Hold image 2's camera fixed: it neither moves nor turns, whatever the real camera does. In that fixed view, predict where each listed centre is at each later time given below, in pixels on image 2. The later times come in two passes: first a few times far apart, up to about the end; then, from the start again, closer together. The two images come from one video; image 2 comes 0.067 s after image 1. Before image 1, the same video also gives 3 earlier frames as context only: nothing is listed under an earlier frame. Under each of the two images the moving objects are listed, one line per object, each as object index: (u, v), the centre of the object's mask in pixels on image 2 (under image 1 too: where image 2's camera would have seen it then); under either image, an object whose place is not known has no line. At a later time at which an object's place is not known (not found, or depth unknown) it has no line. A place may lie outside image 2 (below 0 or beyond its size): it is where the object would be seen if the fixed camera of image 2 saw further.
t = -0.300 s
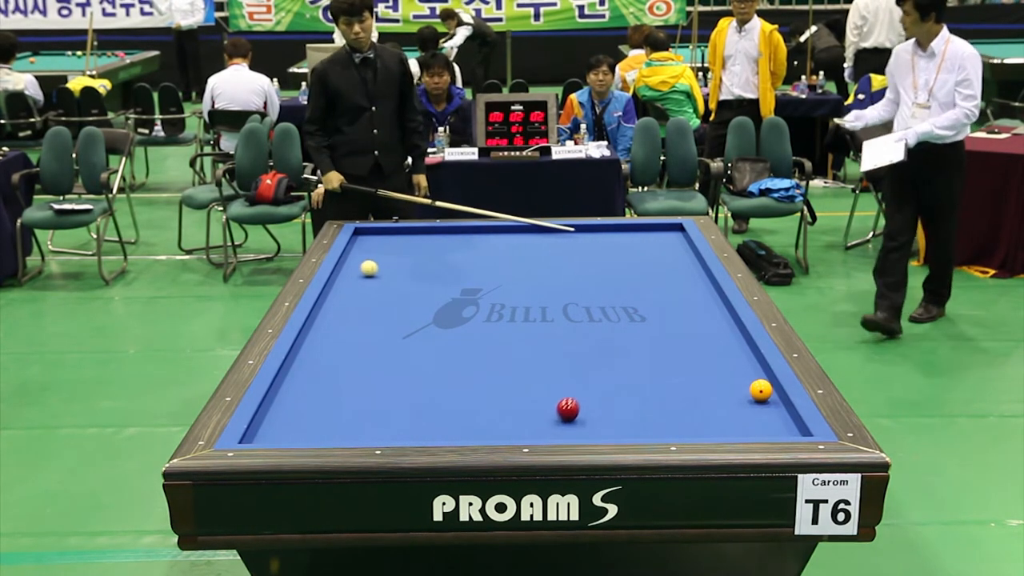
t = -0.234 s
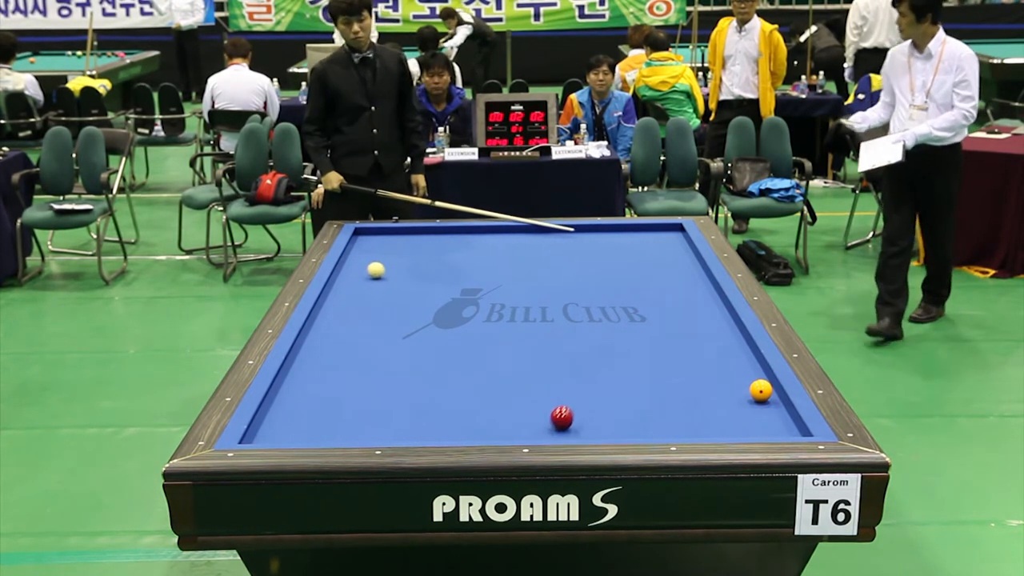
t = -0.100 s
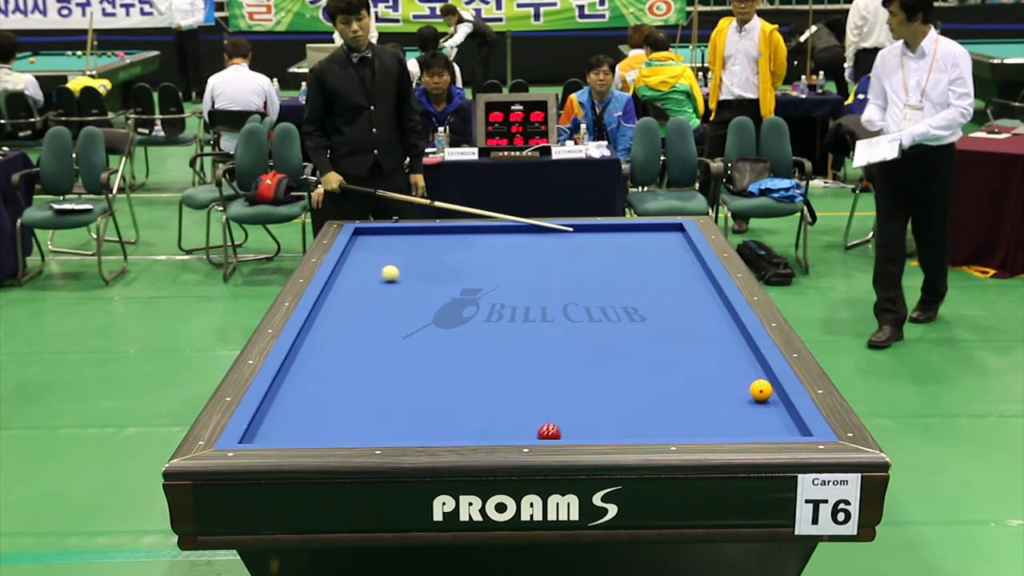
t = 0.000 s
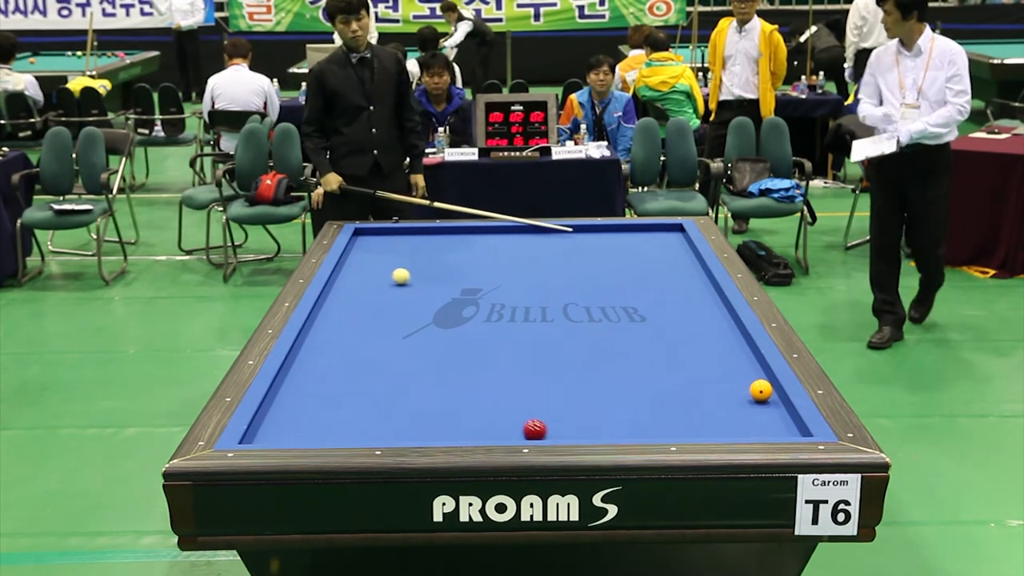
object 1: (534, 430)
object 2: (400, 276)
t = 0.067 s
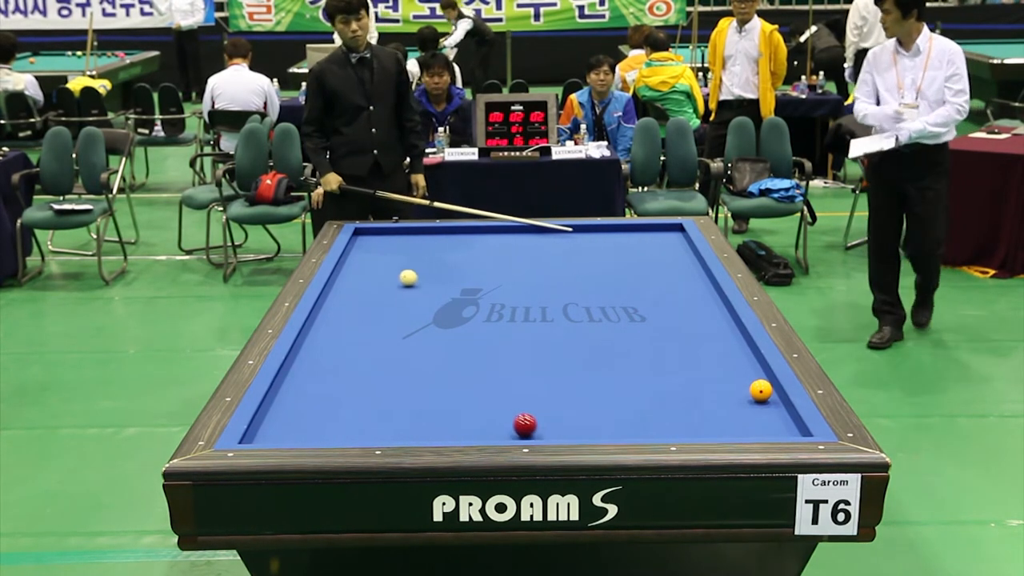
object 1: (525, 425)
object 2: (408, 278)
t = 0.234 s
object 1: (502, 413)
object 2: (426, 282)
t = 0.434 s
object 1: (477, 400)
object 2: (448, 288)
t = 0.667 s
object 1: (450, 386)
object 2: (475, 294)
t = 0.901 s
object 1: (425, 372)
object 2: (501, 300)
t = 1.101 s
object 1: (405, 362)
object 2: (525, 306)
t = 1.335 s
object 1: (384, 350)
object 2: (552, 312)
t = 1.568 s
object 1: (364, 340)
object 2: (580, 319)
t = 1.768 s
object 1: (348, 331)
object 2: (605, 325)
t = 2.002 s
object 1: (330, 322)
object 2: (634, 332)
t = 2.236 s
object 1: (320, 313)
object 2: (663, 339)
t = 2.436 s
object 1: (333, 307)
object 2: (689, 345)
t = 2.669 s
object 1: (348, 301)
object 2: (719, 352)
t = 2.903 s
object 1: (361, 295)
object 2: (750, 359)
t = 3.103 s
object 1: (372, 290)
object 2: (747, 364)
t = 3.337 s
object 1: (384, 285)
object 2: (735, 369)
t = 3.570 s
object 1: (396, 280)
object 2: (724, 374)
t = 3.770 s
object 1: (406, 276)
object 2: (715, 378)
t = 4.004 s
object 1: (416, 271)
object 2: (705, 383)
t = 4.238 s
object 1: (426, 267)
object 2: (694, 388)
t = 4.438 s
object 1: (434, 263)
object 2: (686, 392)
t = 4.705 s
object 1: (444, 259)
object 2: (674, 397)
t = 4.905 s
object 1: (451, 256)
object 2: (666, 401)
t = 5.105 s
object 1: (458, 253)
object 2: (659, 405)
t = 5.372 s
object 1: (467, 249)
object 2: (649, 409)
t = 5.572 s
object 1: (473, 247)
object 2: (641, 412)
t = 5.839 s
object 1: (481, 243)
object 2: (632, 417)
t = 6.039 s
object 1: (486, 241)
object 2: (626, 420)
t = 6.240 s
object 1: (492, 239)
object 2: (620, 422)
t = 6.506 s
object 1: (498, 235)
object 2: (612, 426)
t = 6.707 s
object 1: (503, 234)
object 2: (607, 427)
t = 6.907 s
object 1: (508, 232)
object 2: (602, 429)
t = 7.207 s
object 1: (514, 229)
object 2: (595, 431)
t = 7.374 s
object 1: (517, 228)
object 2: (592, 432)
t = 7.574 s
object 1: (520, 228)
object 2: (589, 433)
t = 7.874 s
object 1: (524, 229)
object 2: (585, 433)
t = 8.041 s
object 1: (526, 230)
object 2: (584, 432)
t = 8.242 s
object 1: (528, 230)
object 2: (583, 432)
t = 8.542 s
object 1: (531, 231)
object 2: (582, 432)
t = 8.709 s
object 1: (533, 232)
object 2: (582, 432)
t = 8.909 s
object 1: (534, 232)
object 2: (582, 432)
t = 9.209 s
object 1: (536, 233)
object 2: (582, 432)
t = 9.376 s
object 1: (537, 233)
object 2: (582, 432)
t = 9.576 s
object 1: (538, 233)
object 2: (582, 432)
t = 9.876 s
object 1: (539, 233)
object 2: (582, 432)
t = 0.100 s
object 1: (520, 423)
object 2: (411, 279)
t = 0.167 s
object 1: (511, 418)
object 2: (419, 280)
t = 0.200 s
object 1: (507, 416)
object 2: (422, 281)
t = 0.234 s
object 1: (502, 413)
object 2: (426, 282)
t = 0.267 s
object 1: (498, 411)
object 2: (430, 283)
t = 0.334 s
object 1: (490, 407)
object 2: (437, 285)
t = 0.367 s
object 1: (485, 404)
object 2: (441, 286)
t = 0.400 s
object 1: (481, 402)
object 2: (445, 287)
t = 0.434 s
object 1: (477, 400)
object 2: (448, 288)
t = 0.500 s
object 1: (469, 396)
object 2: (456, 289)
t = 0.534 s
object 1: (465, 394)
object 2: (459, 290)
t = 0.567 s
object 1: (461, 392)
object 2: (463, 291)
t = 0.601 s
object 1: (458, 390)
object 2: (467, 292)
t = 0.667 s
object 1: (450, 386)
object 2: (475, 294)
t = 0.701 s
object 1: (446, 384)
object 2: (479, 295)
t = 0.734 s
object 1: (443, 382)
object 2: (482, 295)
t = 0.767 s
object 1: (439, 380)
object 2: (486, 297)
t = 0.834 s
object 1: (432, 376)
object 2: (493, 298)
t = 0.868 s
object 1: (429, 374)
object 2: (497, 299)
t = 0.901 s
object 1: (425, 372)
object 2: (501, 300)
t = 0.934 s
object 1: (422, 370)
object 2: (505, 301)
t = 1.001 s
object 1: (415, 367)
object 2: (513, 303)
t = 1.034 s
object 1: (412, 365)
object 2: (517, 304)
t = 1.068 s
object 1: (409, 363)
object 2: (521, 304)
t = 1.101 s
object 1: (405, 362)
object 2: (525, 306)
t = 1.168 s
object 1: (399, 358)
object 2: (533, 308)
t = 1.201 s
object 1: (396, 356)
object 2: (536, 308)
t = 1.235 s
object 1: (393, 355)
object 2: (540, 309)
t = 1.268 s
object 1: (390, 353)
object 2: (544, 310)
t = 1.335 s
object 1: (384, 350)
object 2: (552, 312)
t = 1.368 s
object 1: (381, 348)
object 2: (556, 313)
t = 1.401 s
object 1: (378, 347)
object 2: (560, 314)
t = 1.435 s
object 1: (375, 345)
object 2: (564, 315)
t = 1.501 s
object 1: (369, 342)
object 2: (572, 317)
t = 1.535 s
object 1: (366, 341)
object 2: (577, 318)
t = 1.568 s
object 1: (364, 340)
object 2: (580, 319)
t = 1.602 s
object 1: (361, 338)
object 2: (584, 320)
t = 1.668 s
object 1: (356, 335)
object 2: (593, 322)
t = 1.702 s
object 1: (353, 334)
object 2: (597, 323)
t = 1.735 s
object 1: (350, 332)
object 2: (601, 324)
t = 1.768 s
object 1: (348, 331)
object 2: (605, 325)
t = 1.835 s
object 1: (342, 328)
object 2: (613, 327)
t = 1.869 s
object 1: (340, 327)
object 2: (618, 328)
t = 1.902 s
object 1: (337, 326)
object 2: (621, 329)
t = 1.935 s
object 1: (335, 324)
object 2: (626, 329)
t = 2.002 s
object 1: (330, 322)
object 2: (634, 332)
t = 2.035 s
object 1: (328, 321)
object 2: (638, 332)
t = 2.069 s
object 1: (325, 319)
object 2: (642, 334)
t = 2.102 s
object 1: (323, 318)
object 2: (647, 335)
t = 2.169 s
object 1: (318, 315)
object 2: (655, 336)
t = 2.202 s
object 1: (318, 314)
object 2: (659, 337)
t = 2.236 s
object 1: (320, 313)
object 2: (663, 339)
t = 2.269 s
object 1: (322, 312)
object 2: (667, 340)
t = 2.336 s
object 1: (327, 310)
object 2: (676, 341)
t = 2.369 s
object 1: (329, 309)
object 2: (680, 343)
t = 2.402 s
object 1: (331, 308)
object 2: (685, 344)
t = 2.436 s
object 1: (333, 307)
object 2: (689, 345)
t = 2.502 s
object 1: (337, 306)
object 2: (698, 347)
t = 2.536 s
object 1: (339, 304)
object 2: (702, 347)
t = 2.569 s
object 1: (341, 304)
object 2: (706, 349)
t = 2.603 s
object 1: (343, 303)
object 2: (710, 350)
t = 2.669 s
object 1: (348, 301)
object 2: (719, 352)
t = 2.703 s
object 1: (350, 300)
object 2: (723, 353)
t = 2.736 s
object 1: (351, 299)
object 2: (728, 354)
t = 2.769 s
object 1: (353, 299)
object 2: (732, 355)
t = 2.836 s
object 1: (357, 297)
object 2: (741, 357)
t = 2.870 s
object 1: (359, 296)
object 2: (745, 358)
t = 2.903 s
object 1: (361, 295)
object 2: (750, 359)
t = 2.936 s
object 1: (363, 294)
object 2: (754, 360)
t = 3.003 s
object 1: (367, 293)
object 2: (752, 362)
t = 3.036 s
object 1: (368, 292)
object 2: (750, 363)
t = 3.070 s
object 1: (370, 291)
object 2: (748, 363)
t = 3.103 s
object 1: (372, 290)
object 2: (747, 364)
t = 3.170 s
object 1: (376, 289)
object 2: (744, 366)
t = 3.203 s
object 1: (377, 288)
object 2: (742, 366)
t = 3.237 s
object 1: (379, 287)
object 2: (740, 367)
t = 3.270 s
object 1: (381, 286)
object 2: (739, 368)
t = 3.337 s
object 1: (384, 285)
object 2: (735, 369)
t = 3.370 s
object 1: (386, 284)
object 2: (734, 370)
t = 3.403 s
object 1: (388, 283)
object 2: (732, 370)
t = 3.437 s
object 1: (389, 283)
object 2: (731, 371)
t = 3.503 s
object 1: (393, 281)
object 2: (728, 373)
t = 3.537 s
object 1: (394, 280)
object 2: (726, 373)
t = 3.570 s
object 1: (396, 280)
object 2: (724, 374)
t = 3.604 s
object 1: (398, 279)
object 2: (723, 375)
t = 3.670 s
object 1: (401, 278)
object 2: (720, 376)
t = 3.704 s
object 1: (402, 277)
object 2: (718, 377)
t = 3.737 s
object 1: (404, 276)
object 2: (717, 378)
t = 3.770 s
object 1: (406, 276)
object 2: (715, 378)
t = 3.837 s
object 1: (409, 274)
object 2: (712, 380)
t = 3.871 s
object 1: (410, 274)
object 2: (711, 380)
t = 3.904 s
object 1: (412, 273)
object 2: (709, 381)
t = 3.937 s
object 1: (413, 272)
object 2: (708, 382)
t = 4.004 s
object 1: (416, 271)
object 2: (705, 383)
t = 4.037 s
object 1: (418, 270)
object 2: (703, 384)
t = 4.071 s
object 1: (419, 270)
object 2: (702, 384)
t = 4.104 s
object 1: (420, 269)
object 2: (700, 385)
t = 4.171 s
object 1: (423, 268)
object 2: (697, 387)
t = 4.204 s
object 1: (425, 268)
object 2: (696, 387)
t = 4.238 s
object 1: (426, 267)
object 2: (694, 388)
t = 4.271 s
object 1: (427, 266)
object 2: (693, 389)
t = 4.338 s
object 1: (430, 265)
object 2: (690, 390)
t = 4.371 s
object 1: (431, 264)
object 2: (688, 391)
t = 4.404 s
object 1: (433, 264)
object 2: (687, 391)
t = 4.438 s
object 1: (434, 263)
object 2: (686, 392)
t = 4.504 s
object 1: (437, 262)
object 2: (683, 393)
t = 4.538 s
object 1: (438, 262)
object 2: (681, 394)
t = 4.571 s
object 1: (439, 261)
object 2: (680, 395)
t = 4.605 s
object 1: (440, 261)
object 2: (679, 395)
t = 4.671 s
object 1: (443, 260)
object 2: (676, 396)
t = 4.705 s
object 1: (444, 259)
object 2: (674, 397)
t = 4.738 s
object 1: (446, 259)
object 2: (673, 398)
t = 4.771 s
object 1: (447, 258)
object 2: (672, 398)
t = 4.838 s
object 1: (449, 257)
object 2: (669, 400)
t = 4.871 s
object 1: (450, 256)
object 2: (668, 400)
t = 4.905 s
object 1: (451, 256)
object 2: (666, 401)
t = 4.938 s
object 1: (453, 255)
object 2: (665, 402)
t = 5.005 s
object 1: (455, 254)
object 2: (663, 403)
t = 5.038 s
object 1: (456, 254)
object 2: (661, 403)
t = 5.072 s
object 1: (457, 253)
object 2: (660, 404)
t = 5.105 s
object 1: (458, 253)
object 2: (659, 405)
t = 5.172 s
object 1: (461, 252)
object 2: (656, 405)
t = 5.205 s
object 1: (462, 252)
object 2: (655, 406)
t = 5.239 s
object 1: (463, 251)
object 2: (653, 407)
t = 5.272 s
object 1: (464, 251)
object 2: (652, 407)
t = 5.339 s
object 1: (466, 250)
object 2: (650, 408)
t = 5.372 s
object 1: (467, 249)
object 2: (649, 409)
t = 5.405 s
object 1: (468, 249)
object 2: (647, 410)
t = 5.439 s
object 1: (469, 248)
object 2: (646, 410)
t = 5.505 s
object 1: (471, 248)
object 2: (644, 411)
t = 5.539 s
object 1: (472, 247)
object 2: (643, 412)
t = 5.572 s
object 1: (473, 247)
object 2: (641, 412)
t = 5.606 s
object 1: (474, 246)
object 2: (640, 413)
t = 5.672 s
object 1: (476, 246)
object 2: (638, 414)
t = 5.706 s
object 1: (477, 245)
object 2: (637, 415)
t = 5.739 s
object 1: (478, 245)
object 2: (636, 415)
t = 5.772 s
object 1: (479, 244)
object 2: (634, 416)
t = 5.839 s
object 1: (481, 243)
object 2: (632, 417)
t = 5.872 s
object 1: (482, 243)
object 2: (631, 417)
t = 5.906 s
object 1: (483, 243)
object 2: (630, 418)
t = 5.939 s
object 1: (484, 242)
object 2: (629, 418)
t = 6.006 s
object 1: (486, 241)
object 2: (627, 419)
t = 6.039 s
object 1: (486, 241)
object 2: (626, 420)
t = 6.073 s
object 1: (487, 241)
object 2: (625, 420)
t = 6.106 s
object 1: (488, 240)
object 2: (624, 421)
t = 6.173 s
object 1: (490, 239)
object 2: (622, 422)
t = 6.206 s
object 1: (491, 239)
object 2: (621, 422)
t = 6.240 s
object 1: (492, 239)
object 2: (620, 422)
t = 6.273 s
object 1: (492, 238)
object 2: (619, 423)
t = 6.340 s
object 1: (494, 238)
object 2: (617, 424)
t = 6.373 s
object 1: (495, 237)
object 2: (616, 425)
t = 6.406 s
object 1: (496, 237)
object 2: (615, 425)
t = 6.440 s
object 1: (497, 237)
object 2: (614, 425)
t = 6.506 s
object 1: (498, 235)
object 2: (612, 426)
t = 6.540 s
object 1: (499, 236)
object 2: (611, 426)
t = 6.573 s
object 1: (500, 235)
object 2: (610, 426)
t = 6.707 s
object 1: (503, 234)
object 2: (607, 427)
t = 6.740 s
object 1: (504, 233)
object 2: (606, 428)
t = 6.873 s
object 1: (507, 233)
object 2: (603, 429)
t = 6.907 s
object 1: (508, 232)
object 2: (602, 429)
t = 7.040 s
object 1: (511, 231)
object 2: (599, 430)
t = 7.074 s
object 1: (511, 231)
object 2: (598, 430)
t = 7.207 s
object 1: (514, 229)
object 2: (595, 431)
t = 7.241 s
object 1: (515, 229)
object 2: (595, 431)
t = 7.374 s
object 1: (517, 228)
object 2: (592, 432)
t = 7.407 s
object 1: (518, 228)
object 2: (592, 432)
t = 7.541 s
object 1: (520, 228)
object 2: (589, 433)
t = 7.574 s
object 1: (520, 228)
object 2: (589, 433)
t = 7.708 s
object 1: (522, 229)
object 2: (587, 433)
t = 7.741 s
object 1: (522, 229)
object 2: (586, 433)
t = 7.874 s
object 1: (524, 229)
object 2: (585, 433)
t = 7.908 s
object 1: (525, 229)
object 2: (585, 433)
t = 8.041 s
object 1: (526, 230)
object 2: (584, 432)
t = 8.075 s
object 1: (526, 230)
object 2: (583, 432)
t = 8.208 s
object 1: (528, 230)
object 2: (583, 432)
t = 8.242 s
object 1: (528, 230)
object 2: (583, 432)
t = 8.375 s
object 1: (529, 231)
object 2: (582, 432)
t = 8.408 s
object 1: (530, 231)
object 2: (582, 432)
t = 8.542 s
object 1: (531, 231)
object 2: (582, 432)
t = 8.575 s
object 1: (531, 231)
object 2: (582, 432)
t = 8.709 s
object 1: (533, 232)
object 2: (582, 432)
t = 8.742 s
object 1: (533, 232)
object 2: (582, 432)
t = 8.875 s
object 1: (534, 232)
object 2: (582, 432)
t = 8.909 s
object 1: (534, 232)
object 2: (582, 432)
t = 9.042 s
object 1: (535, 232)
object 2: (582, 432)
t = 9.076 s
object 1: (535, 233)
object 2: (582, 432)
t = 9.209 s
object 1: (536, 233)
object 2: (582, 432)
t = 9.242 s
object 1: (536, 233)
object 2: (582, 432)
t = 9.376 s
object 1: (537, 233)
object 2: (582, 432)
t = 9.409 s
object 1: (537, 233)
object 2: (582, 432)
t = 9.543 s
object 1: (538, 233)
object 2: (582, 432)
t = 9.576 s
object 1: (538, 233)
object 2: (582, 432)
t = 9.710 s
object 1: (538, 233)
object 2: (582, 432)
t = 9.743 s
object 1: (539, 233)
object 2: (582, 432)
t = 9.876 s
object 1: (539, 233)
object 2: (582, 432)
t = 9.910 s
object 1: (539, 233)
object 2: (582, 432)
